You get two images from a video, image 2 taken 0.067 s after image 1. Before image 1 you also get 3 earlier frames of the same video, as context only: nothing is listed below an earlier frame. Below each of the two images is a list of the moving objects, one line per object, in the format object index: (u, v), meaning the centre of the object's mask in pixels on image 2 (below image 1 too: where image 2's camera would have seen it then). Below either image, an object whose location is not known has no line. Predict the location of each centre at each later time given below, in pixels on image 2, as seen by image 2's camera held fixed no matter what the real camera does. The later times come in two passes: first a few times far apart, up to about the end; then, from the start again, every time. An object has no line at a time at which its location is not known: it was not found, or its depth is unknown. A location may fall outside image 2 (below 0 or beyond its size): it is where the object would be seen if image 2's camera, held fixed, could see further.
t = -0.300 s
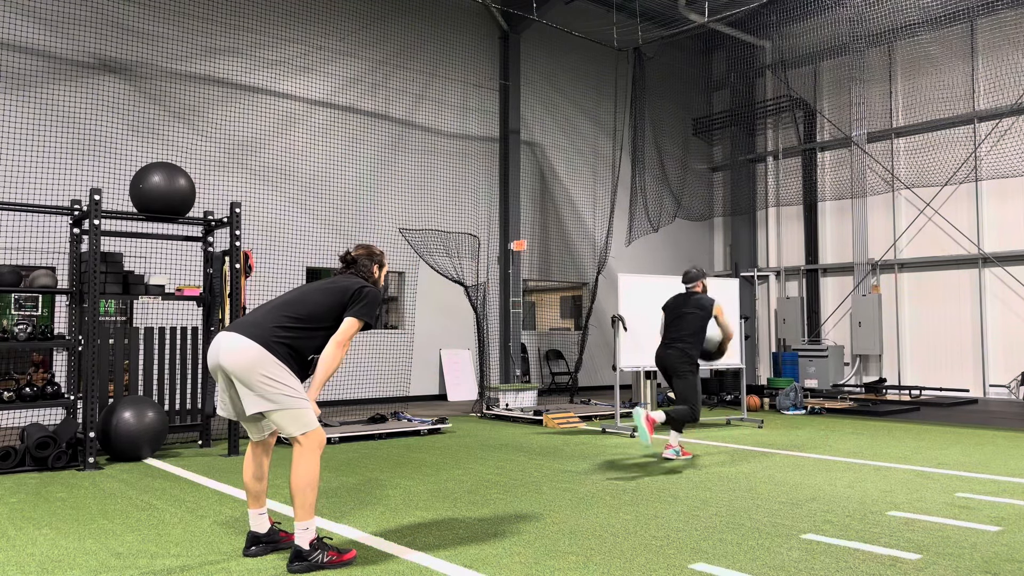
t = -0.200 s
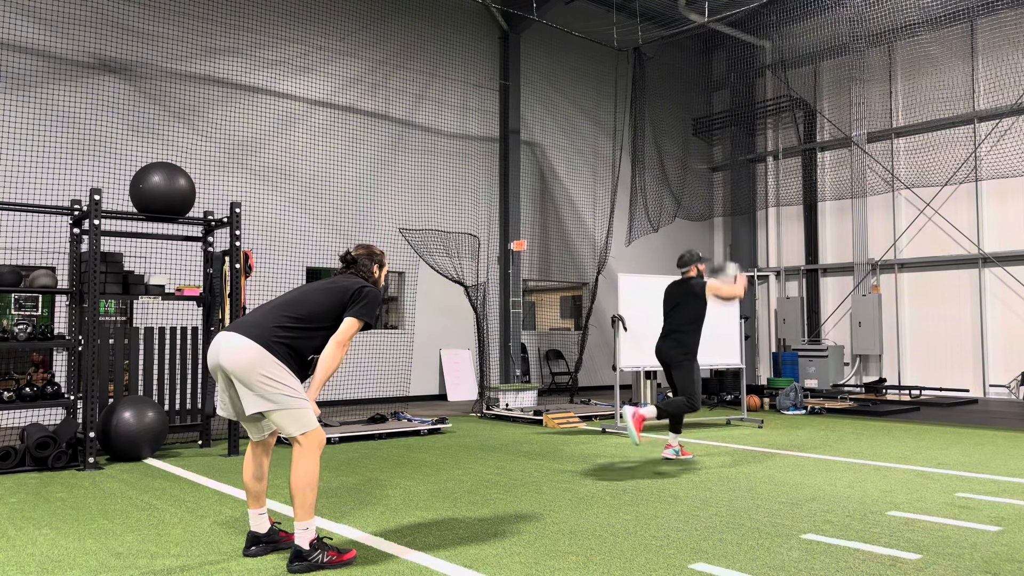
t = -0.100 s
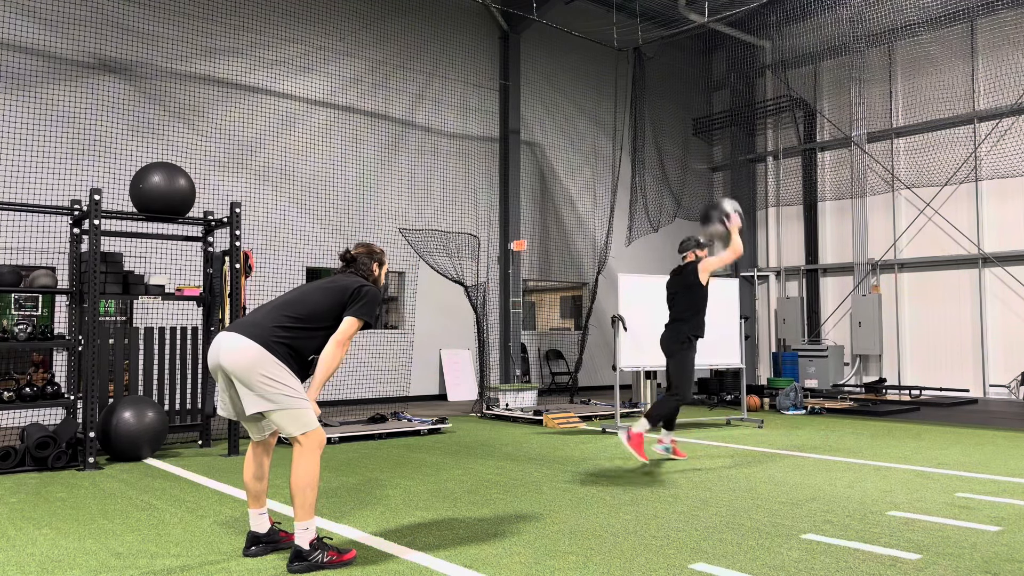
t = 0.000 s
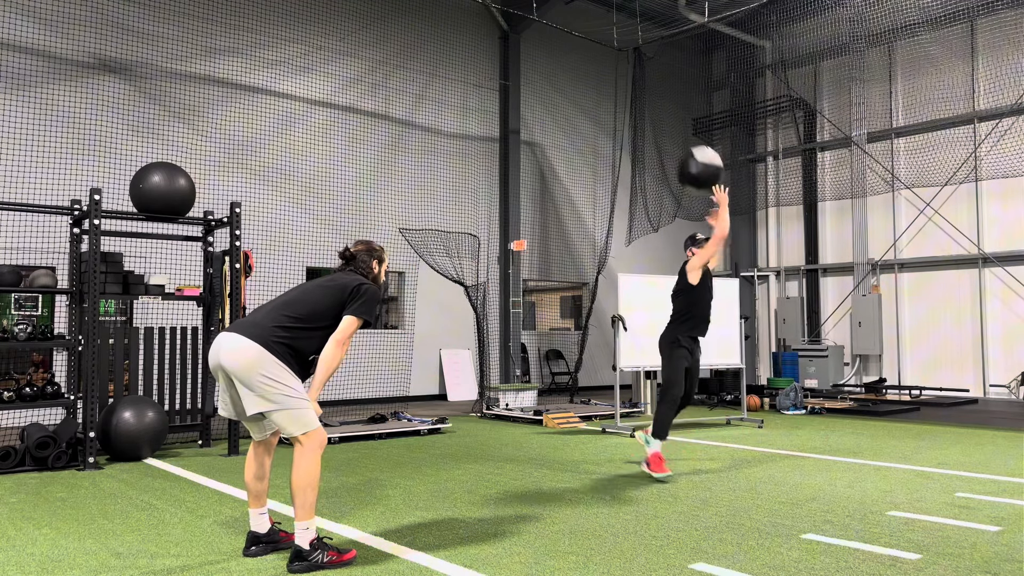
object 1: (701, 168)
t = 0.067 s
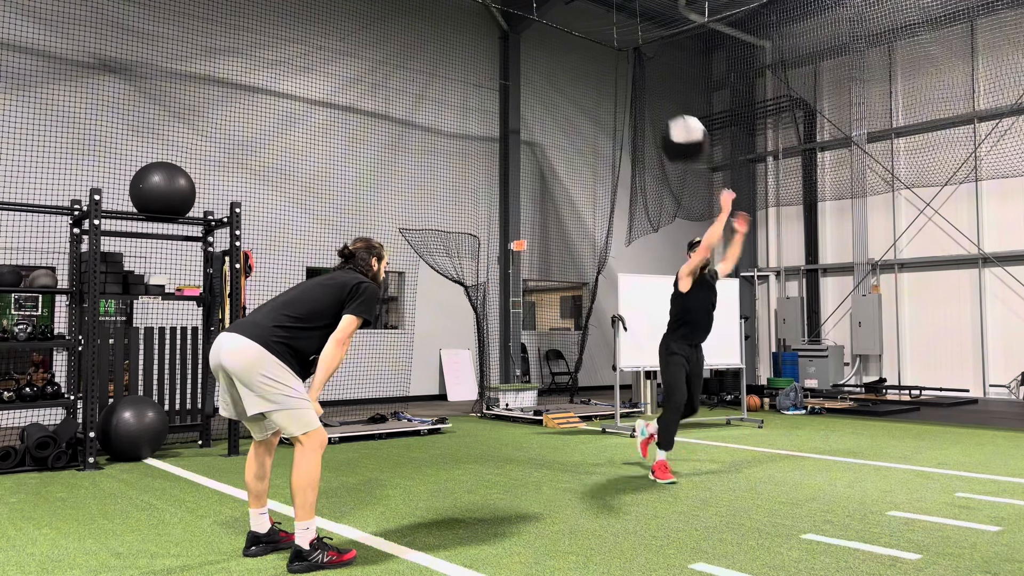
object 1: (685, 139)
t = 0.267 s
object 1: (628, 74)
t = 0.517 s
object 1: (528, 54)
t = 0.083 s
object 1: (681, 132)
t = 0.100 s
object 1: (676, 125)
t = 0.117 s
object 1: (672, 119)
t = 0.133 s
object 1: (668, 112)
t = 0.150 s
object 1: (663, 106)
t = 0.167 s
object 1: (658, 101)
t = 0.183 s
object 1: (653, 96)
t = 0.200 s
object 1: (649, 91)
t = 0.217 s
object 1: (643, 85)
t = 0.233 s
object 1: (639, 82)
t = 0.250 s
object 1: (634, 79)
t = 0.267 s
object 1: (628, 74)
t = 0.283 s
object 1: (622, 69)
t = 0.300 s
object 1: (616, 65)
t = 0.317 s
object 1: (612, 62)
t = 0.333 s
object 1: (605, 59)
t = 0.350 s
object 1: (599, 56)
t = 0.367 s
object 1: (593, 54)
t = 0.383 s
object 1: (588, 52)
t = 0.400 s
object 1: (581, 50)
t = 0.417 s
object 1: (574, 49)
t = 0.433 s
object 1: (566, 49)
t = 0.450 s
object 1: (559, 49)
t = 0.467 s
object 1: (552, 49)
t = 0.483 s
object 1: (544, 51)
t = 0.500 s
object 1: (536, 52)
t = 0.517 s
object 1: (528, 54)
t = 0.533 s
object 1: (520, 55)
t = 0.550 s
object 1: (511, 59)
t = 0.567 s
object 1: (502, 63)
